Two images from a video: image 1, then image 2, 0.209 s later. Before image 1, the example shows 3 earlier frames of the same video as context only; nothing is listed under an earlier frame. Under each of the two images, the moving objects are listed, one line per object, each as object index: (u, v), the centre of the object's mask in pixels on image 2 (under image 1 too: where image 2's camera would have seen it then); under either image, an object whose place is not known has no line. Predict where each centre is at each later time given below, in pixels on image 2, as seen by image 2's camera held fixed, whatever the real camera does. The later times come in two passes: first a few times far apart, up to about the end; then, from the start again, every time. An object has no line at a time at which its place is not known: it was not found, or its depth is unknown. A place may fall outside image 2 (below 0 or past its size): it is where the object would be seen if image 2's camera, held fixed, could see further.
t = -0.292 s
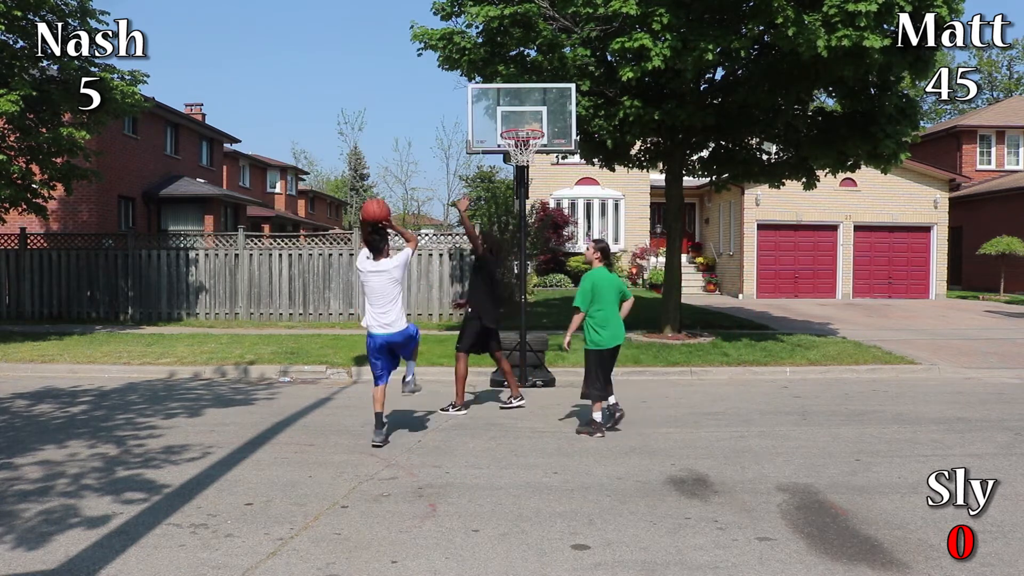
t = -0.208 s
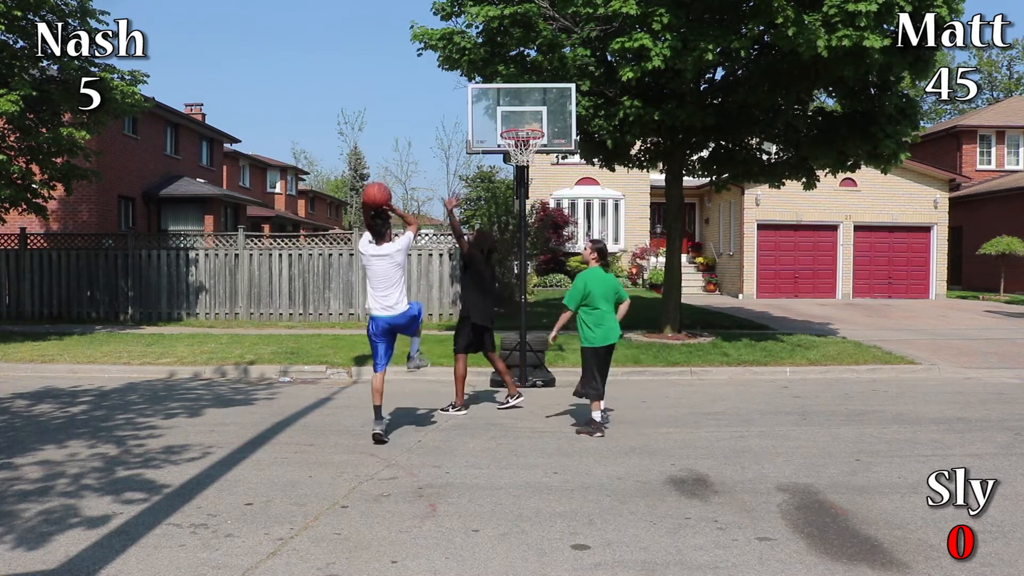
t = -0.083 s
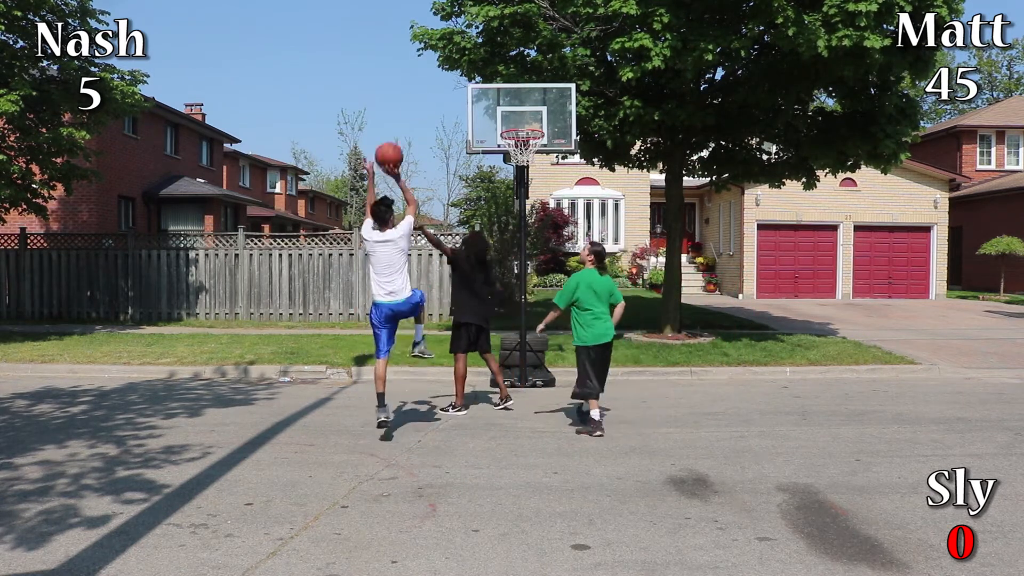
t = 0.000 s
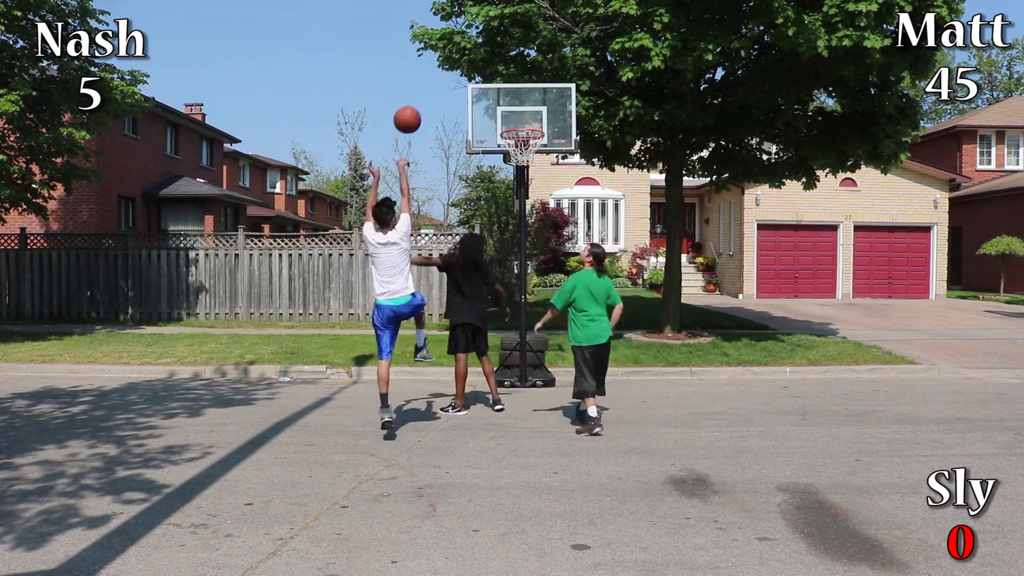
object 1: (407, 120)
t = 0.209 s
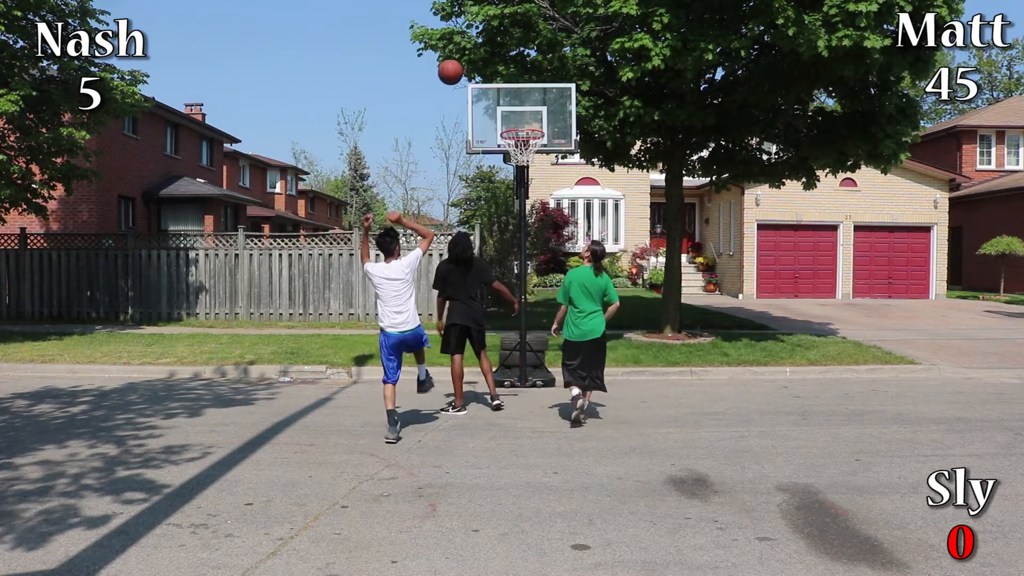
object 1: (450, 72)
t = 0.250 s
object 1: (457, 69)
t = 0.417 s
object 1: (485, 73)
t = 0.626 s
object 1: (514, 112)
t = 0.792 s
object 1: (528, 119)
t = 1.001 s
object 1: (540, 124)
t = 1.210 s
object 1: (547, 123)
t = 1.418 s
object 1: (556, 138)
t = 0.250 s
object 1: (457, 69)
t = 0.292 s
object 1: (465, 68)
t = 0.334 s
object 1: (472, 68)
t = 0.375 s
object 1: (479, 69)
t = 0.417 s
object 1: (485, 73)
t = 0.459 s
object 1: (492, 78)
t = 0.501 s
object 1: (498, 85)
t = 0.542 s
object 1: (504, 92)
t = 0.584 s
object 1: (509, 101)
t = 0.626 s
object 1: (514, 112)
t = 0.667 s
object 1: (519, 119)
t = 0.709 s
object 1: (522, 118)
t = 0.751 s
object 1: (524, 118)
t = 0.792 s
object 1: (528, 119)
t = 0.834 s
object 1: (530, 121)
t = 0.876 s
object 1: (533, 123)
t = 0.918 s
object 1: (536, 125)
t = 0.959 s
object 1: (538, 124)
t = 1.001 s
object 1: (540, 124)
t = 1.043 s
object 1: (541, 123)
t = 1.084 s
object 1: (543, 123)
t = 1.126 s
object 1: (544, 123)
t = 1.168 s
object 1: (545, 122)
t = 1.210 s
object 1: (547, 123)
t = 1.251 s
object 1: (549, 123)
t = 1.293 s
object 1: (551, 124)
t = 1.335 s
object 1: (552, 127)
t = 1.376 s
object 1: (554, 132)
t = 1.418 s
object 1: (556, 138)
